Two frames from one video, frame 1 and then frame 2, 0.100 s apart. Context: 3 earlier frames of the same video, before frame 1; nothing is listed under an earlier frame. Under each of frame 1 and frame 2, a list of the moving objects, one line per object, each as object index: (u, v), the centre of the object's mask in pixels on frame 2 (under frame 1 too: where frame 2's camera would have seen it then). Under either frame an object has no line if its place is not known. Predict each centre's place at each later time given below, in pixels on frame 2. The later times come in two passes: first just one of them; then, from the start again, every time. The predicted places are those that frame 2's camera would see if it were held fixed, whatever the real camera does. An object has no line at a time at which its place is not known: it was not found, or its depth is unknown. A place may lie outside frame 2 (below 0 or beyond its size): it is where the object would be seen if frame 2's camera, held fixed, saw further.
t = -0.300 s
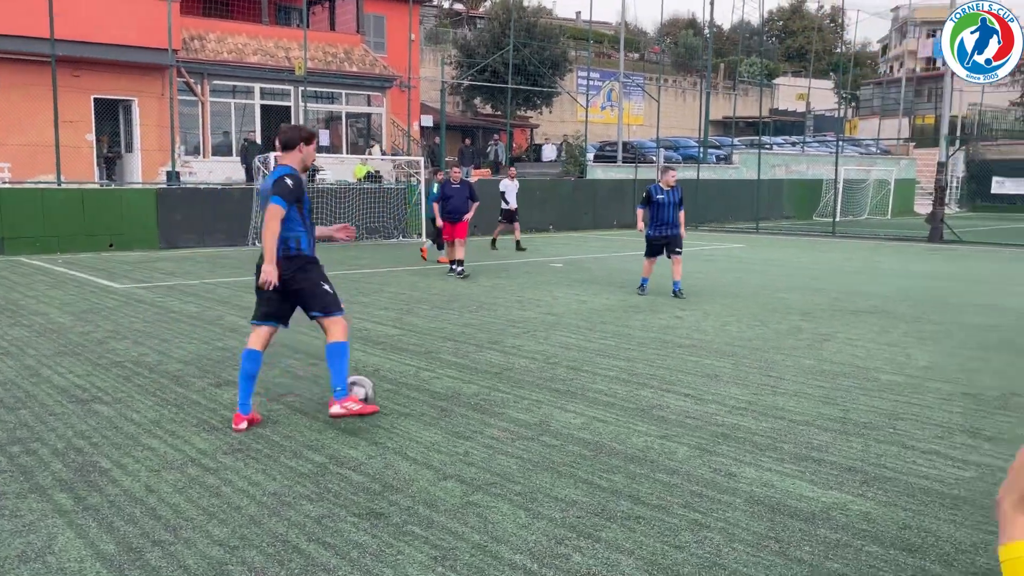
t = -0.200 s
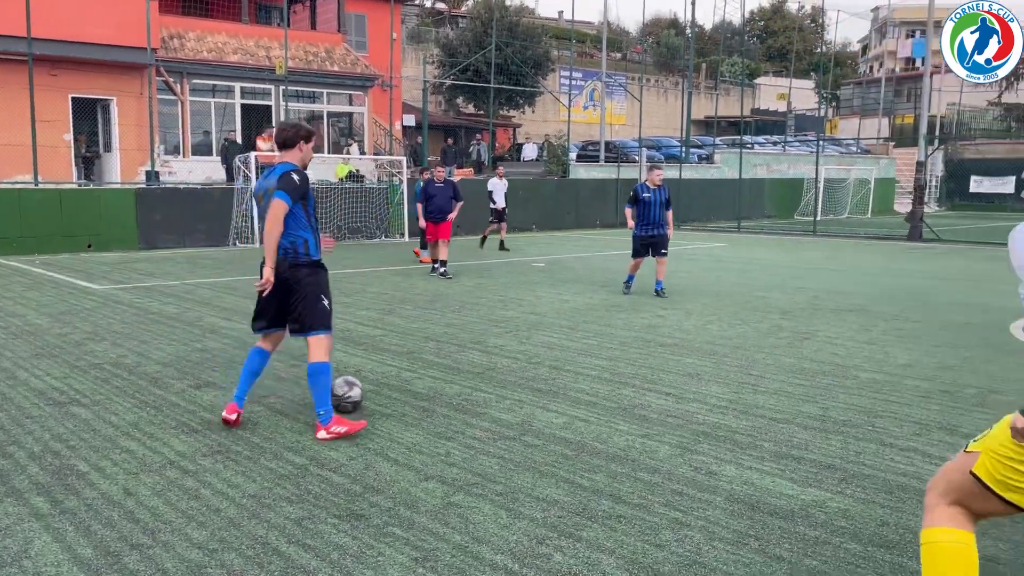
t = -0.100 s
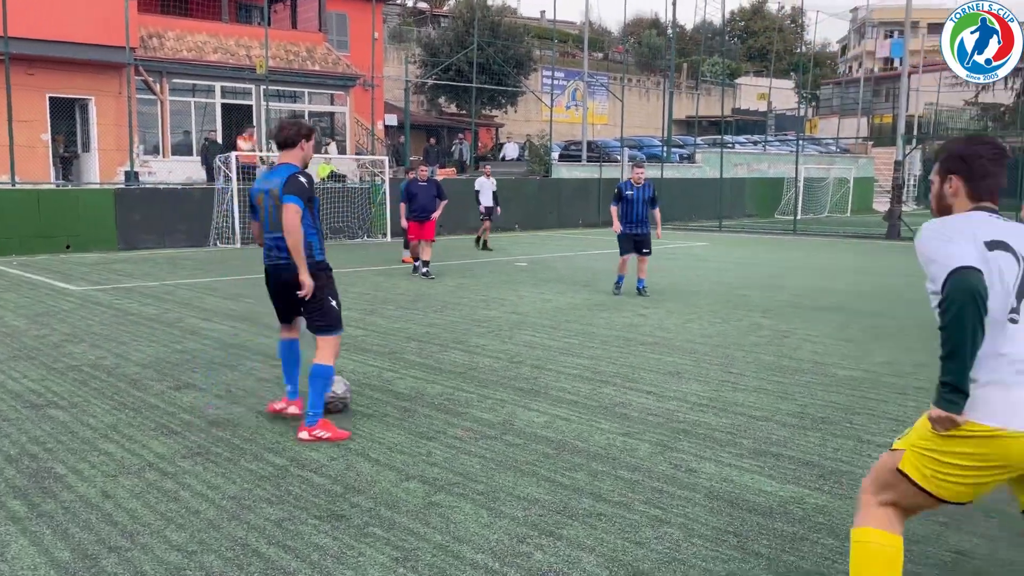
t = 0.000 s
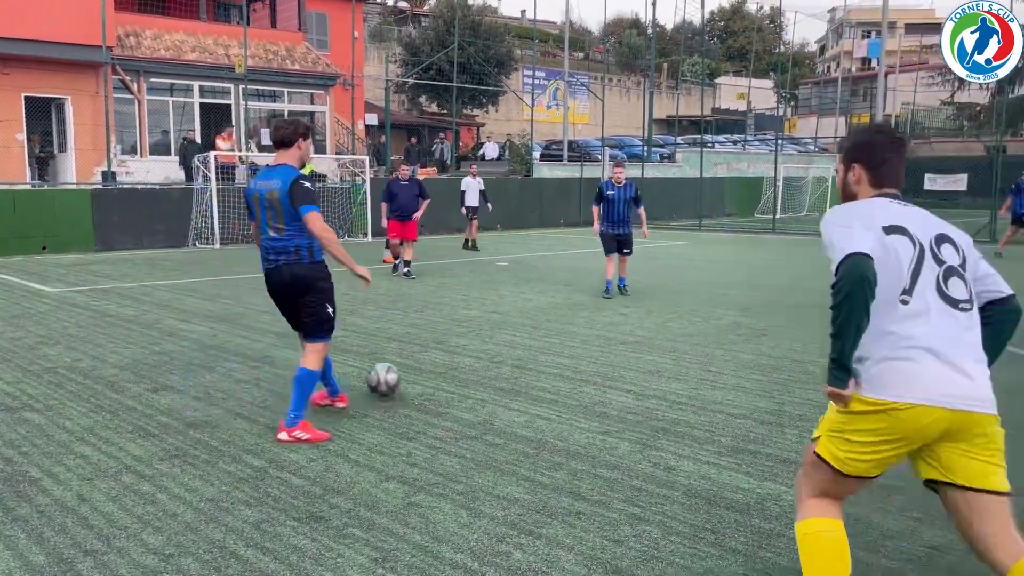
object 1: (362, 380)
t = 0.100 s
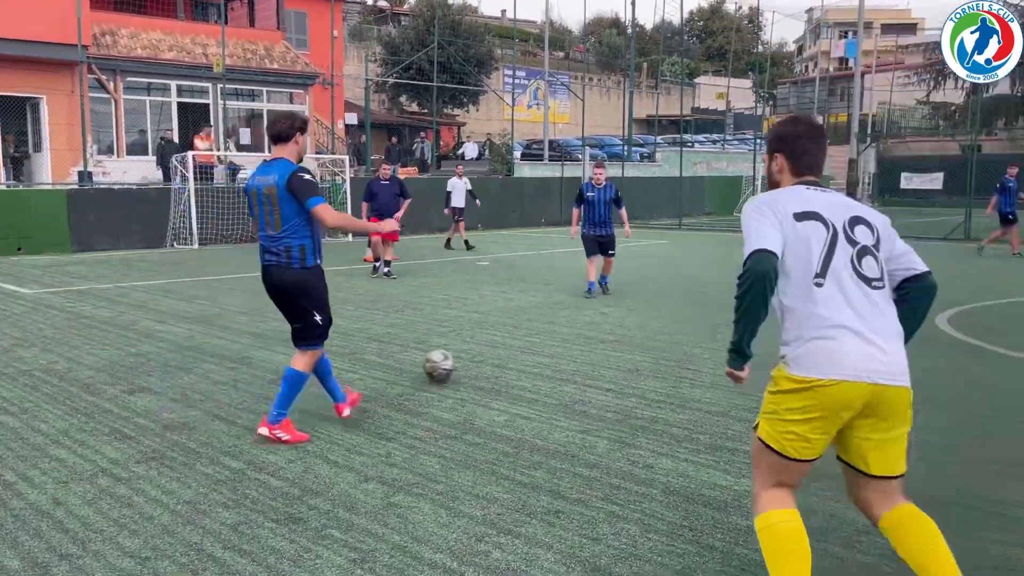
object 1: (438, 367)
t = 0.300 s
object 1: (546, 344)
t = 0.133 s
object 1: (460, 361)
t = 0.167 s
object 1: (480, 358)
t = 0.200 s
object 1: (498, 355)
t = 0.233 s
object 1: (516, 353)
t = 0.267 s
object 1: (531, 347)
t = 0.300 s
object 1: (546, 344)
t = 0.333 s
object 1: (560, 343)
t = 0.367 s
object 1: (573, 342)
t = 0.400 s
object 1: (585, 337)
